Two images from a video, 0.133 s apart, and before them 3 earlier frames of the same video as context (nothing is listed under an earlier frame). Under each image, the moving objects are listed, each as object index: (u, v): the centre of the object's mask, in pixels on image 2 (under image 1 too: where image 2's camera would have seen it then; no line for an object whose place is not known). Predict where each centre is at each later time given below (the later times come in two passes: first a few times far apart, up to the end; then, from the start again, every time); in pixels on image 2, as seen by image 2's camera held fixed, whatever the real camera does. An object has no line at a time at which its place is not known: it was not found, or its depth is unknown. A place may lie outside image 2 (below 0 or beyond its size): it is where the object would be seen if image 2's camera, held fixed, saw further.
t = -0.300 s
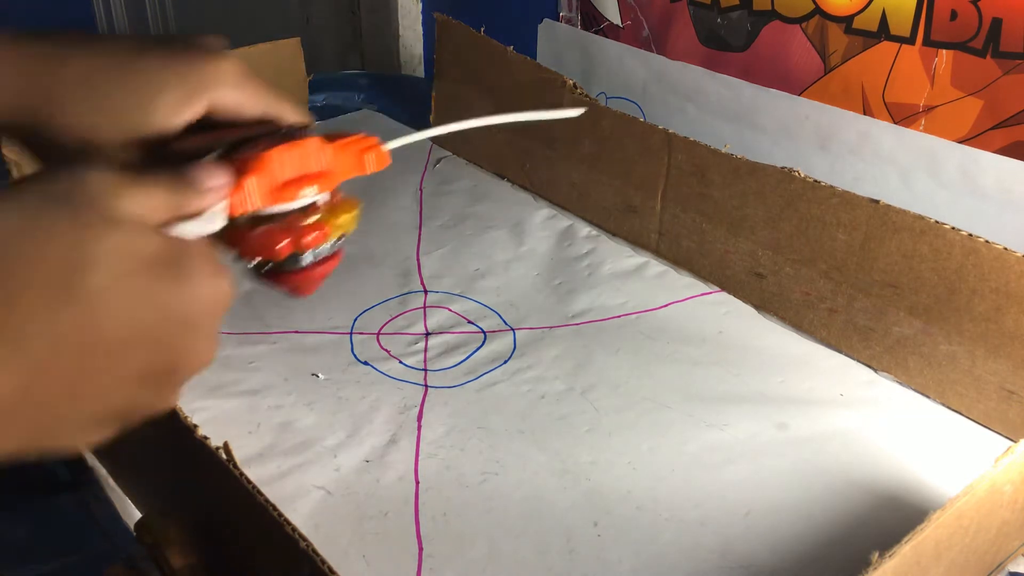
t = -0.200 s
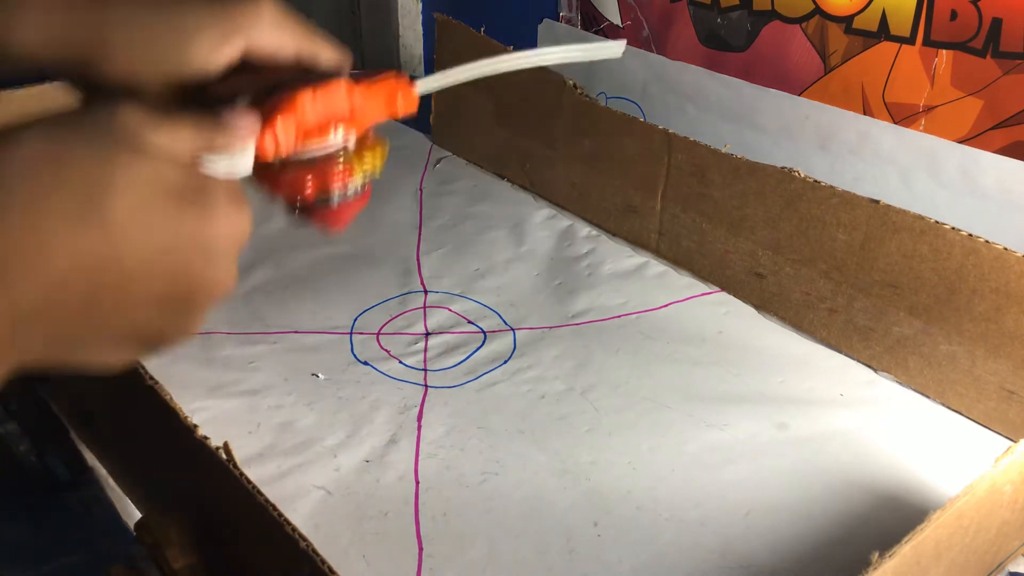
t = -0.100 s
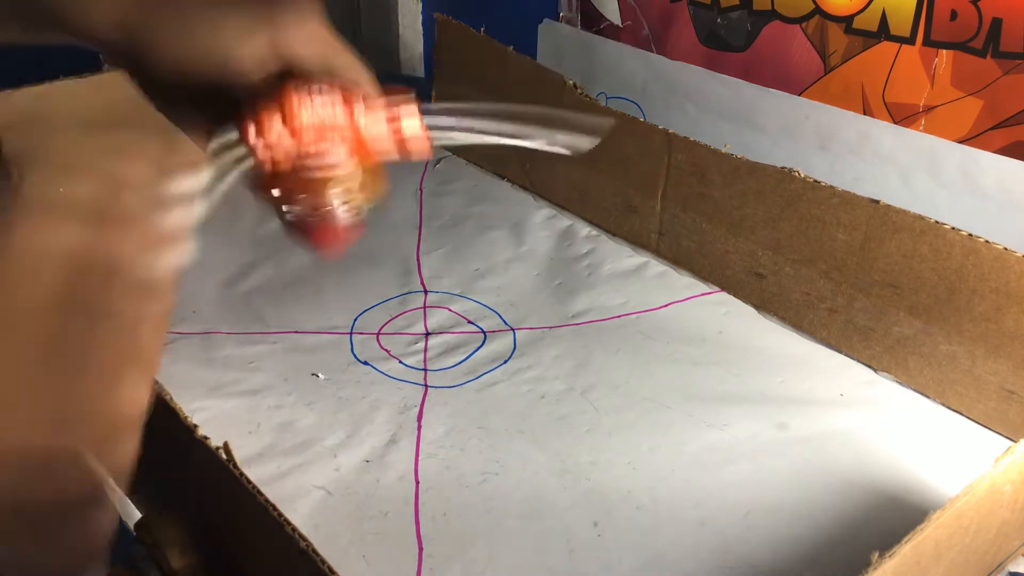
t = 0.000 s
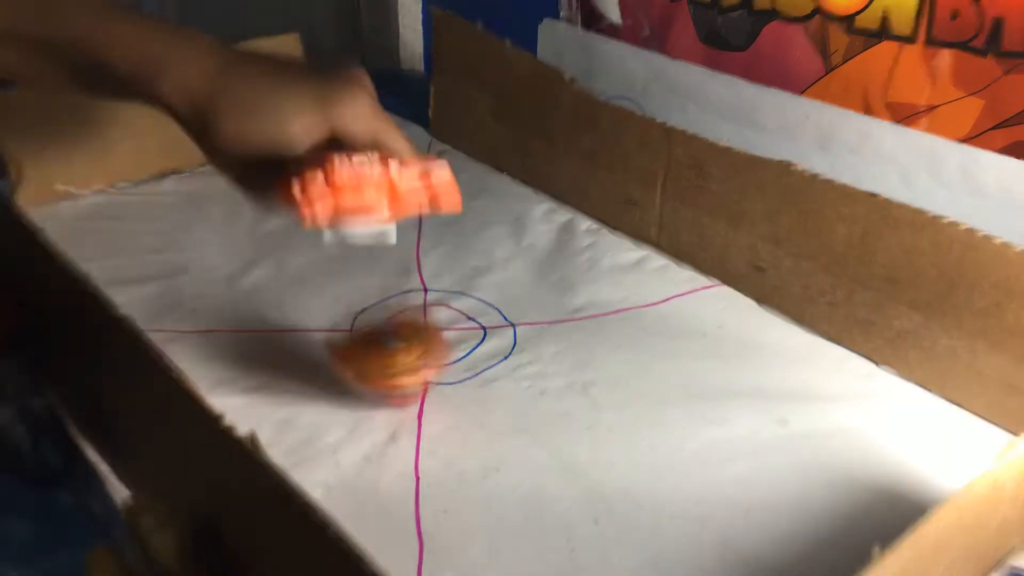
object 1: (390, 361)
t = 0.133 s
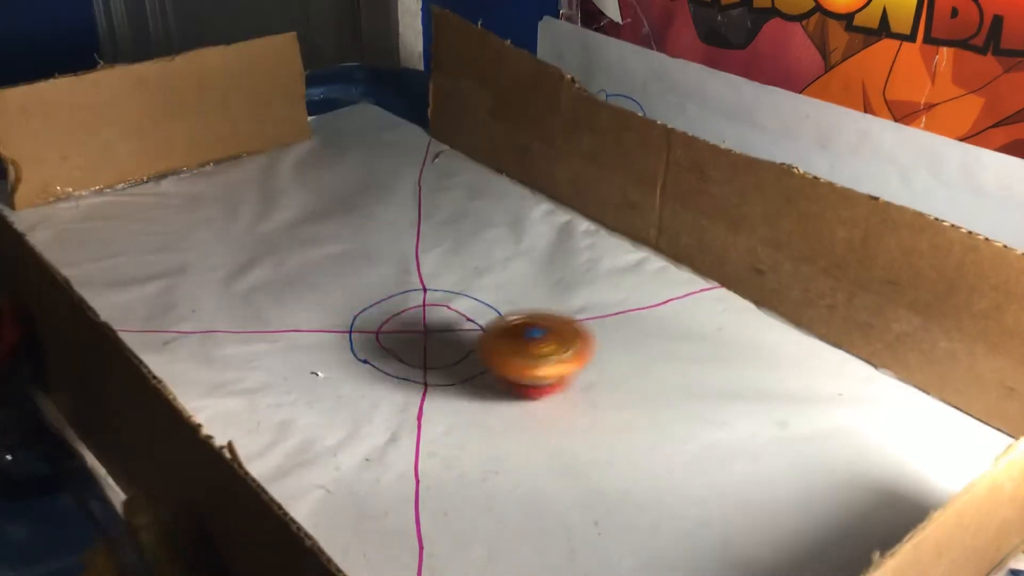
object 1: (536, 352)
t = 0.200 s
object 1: (580, 349)
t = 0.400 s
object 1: (665, 312)
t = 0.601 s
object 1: (684, 286)
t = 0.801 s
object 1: (639, 272)
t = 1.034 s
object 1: (535, 261)
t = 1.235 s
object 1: (444, 304)
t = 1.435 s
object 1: (413, 371)
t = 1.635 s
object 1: (486, 436)
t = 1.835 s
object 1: (590, 474)
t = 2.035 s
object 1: (670, 460)
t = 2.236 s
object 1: (664, 409)
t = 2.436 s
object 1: (617, 369)
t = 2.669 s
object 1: (543, 329)
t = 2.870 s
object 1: (459, 312)
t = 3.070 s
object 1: (367, 321)
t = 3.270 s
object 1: (321, 340)
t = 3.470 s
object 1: (333, 359)
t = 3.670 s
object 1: (385, 367)
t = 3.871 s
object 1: (447, 353)
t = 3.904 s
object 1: (456, 348)
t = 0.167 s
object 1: (558, 353)
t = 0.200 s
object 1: (580, 349)
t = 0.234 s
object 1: (602, 342)
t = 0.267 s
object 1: (621, 336)
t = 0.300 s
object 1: (635, 330)
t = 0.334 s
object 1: (647, 324)
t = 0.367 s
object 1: (657, 318)
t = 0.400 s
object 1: (665, 312)
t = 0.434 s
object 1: (671, 307)
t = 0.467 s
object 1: (676, 302)
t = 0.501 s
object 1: (680, 298)
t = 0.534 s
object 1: (682, 294)
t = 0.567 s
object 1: (683, 290)
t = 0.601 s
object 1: (684, 286)
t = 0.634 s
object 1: (682, 283)
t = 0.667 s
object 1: (677, 280)
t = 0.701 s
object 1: (671, 278)
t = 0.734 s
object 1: (662, 275)
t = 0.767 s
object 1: (651, 273)
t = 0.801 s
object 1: (639, 272)
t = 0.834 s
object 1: (626, 270)
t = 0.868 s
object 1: (613, 268)
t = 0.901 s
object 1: (597, 266)
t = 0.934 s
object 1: (582, 264)
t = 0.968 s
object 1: (566, 262)
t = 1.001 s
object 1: (550, 261)
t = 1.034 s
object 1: (535, 261)
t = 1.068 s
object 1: (519, 264)
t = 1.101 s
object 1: (503, 269)
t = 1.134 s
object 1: (488, 275)
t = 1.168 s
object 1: (473, 283)
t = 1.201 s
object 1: (458, 294)
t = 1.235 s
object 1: (444, 304)
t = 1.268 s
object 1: (432, 315)
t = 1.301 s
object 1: (422, 325)
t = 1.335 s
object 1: (413, 336)
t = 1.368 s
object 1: (411, 346)
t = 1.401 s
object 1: (410, 359)
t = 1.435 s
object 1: (413, 371)
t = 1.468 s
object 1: (418, 383)
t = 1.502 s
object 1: (427, 394)
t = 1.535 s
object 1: (439, 405)
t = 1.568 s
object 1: (453, 416)
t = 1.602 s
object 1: (469, 427)
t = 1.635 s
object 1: (486, 436)
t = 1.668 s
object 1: (503, 444)
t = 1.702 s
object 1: (519, 451)
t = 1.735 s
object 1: (538, 458)
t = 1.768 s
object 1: (556, 464)
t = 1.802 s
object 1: (573, 470)
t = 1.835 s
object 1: (590, 474)
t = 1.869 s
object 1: (607, 477)
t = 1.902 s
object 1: (623, 478)
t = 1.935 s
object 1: (636, 478)
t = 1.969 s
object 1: (649, 474)
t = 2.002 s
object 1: (661, 467)
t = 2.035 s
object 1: (670, 460)
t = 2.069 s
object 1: (676, 451)
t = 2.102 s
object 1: (677, 443)
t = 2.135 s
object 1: (675, 434)
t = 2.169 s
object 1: (671, 425)
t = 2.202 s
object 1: (667, 417)
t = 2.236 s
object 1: (664, 409)
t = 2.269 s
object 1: (659, 401)
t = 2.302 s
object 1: (652, 394)
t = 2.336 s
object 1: (644, 388)
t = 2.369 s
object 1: (635, 381)
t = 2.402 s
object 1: (626, 375)
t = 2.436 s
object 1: (617, 369)
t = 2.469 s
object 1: (607, 363)
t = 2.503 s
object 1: (598, 357)
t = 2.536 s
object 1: (588, 352)
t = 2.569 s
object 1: (578, 345)
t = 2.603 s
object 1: (567, 339)
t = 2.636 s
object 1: (555, 334)
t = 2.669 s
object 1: (543, 329)
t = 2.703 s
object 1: (530, 324)
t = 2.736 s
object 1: (517, 320)
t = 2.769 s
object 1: (504, 318)
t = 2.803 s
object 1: (490, 315)
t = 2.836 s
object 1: (475, 313)
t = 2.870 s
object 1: (459, 312)
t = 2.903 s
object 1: (442, 312)
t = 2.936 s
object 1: (424, 314)
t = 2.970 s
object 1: (408, 316)
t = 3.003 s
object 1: (393, 318)
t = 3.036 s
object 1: (380, 319)
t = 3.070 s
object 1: (367, 321)
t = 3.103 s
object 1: (357, 324)
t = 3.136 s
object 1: (347, 326)
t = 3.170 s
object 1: (339, 330)
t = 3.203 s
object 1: (332, 333)
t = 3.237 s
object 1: (326, 336)
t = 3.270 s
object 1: (321, 340)
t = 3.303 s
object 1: (319, 343)
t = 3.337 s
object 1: (318, 346)
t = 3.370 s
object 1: (319, 350)
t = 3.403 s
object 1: (323, 353)
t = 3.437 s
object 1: (327, 357)
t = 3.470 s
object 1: (333, 359)
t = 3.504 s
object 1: (340, 362)
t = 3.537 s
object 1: (348, 364)
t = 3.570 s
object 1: (356, 365)
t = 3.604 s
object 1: (366, 367)
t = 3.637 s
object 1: (375, 367)
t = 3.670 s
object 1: (385, 367)
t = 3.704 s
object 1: (396, 366)
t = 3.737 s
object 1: (406, 364)
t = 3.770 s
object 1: (417, 362)
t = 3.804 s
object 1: (427, 360)
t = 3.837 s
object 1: (436, 356)
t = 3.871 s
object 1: (447, 353)
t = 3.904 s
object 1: (456, 348)
